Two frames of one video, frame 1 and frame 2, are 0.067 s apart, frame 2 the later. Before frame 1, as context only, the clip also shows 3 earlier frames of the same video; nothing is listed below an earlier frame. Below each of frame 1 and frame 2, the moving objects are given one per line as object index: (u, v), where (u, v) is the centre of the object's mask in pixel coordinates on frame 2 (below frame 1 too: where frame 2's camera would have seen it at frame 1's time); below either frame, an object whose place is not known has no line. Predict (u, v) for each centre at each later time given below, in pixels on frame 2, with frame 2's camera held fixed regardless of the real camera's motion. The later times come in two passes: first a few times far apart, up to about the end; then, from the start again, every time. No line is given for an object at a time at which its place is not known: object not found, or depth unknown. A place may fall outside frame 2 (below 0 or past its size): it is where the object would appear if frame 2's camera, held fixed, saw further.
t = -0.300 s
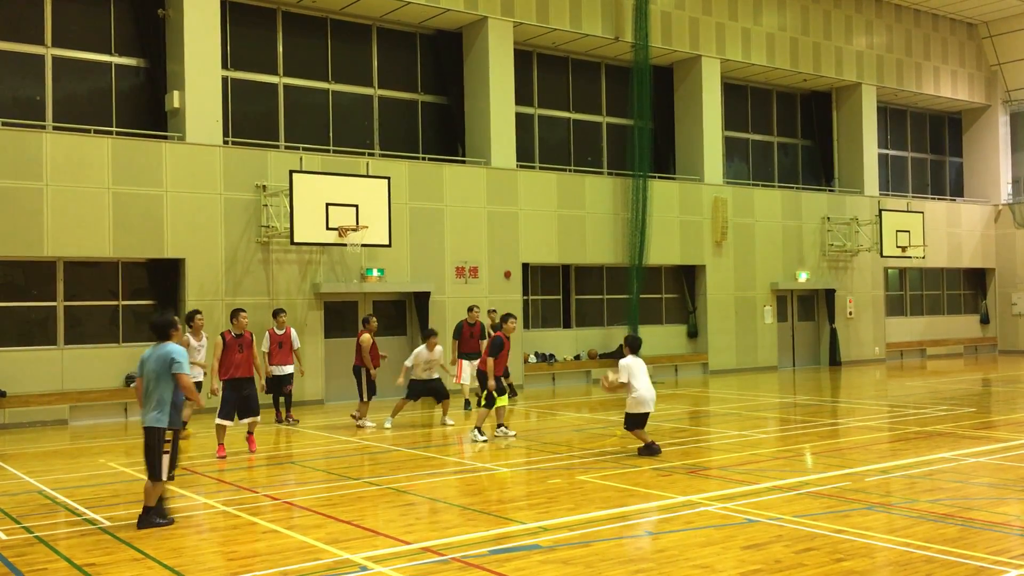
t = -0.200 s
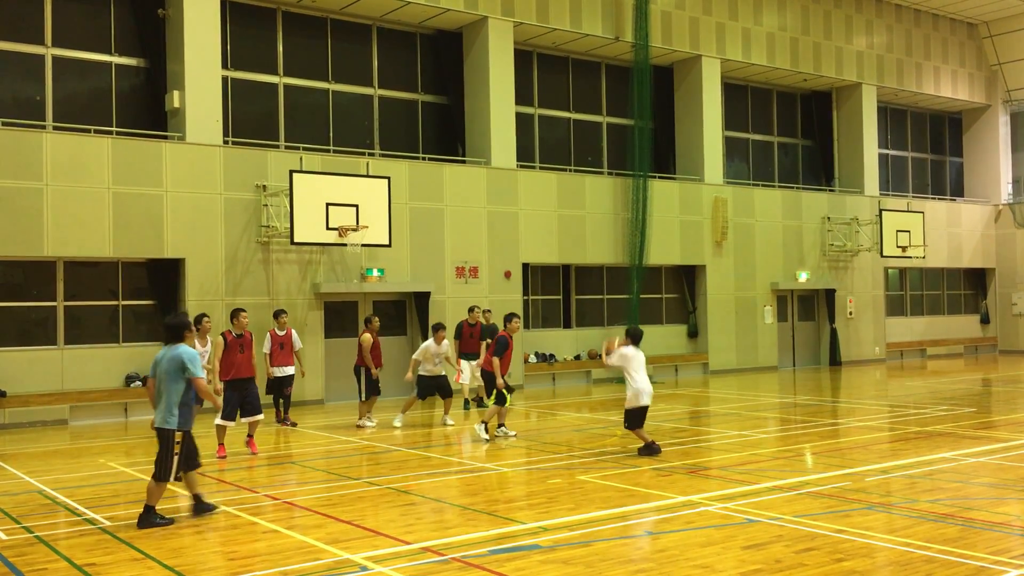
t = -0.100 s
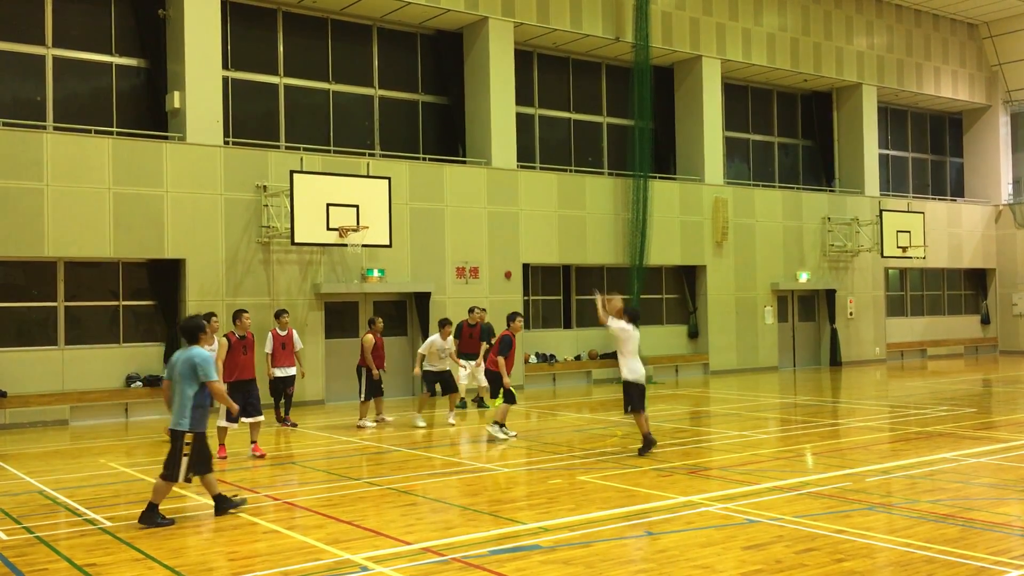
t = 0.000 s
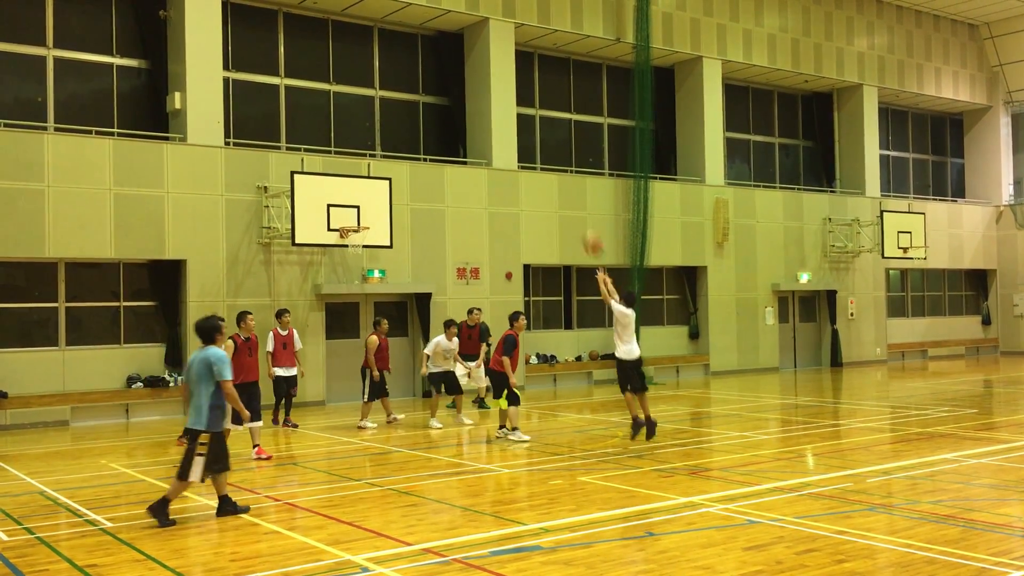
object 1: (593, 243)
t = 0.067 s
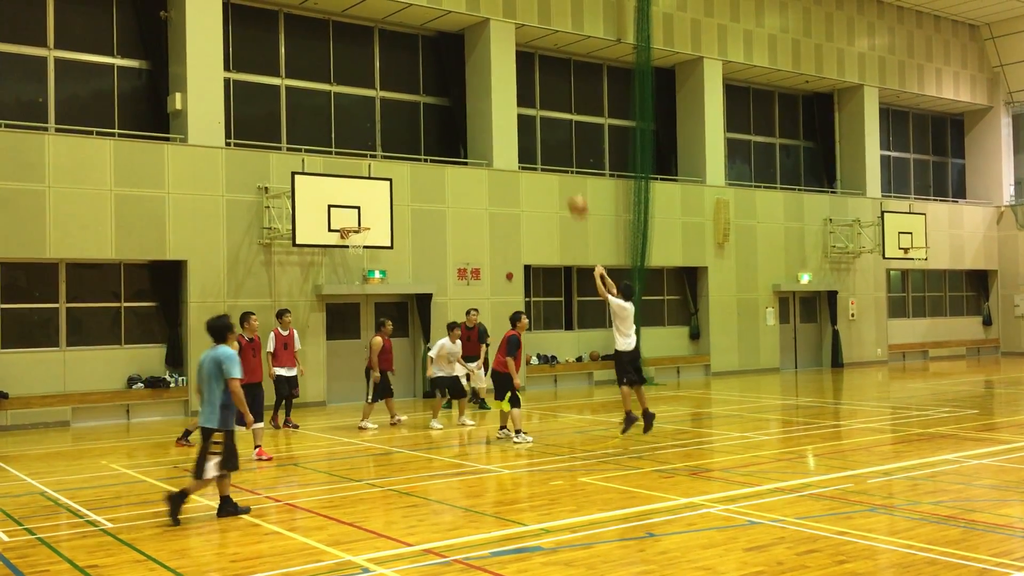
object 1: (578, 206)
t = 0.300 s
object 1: (526, 108)
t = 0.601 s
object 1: (469, 51)
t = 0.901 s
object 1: (419, 61)
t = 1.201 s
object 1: (378, 126)
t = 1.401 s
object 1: (352, 196)
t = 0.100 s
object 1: (570, 189)
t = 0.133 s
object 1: (562, 172)
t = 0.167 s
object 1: (554, 157)
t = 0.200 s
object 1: (548, 144)
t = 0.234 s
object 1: (540, 131)
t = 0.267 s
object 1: (532, 119)
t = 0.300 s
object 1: (526, 108)
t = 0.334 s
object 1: (519, 98)
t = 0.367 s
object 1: (512, 89)
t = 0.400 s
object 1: (505, 81)
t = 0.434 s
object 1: (499, 74)
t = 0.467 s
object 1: (492, 67)
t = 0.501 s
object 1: (487, 62)
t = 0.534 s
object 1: (480, 57)
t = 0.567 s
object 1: (474, 54)
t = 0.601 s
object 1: (469, 51)
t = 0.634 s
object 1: (463, 49)
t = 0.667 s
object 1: (456, 48)
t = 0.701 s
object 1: (451, 48)
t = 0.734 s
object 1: (446, 48)
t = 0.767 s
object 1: (440, 49)
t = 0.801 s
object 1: (435, 51)
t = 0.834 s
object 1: (430, 54)
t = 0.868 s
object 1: (425, 57)
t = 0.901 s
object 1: (419, 61)
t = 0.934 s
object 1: (415, 66)
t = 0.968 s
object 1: (410, 72)
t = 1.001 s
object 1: (405, 77)
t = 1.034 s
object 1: (401, 83)
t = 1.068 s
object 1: (396, 90)
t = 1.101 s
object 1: (391, 99)
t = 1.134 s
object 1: (387, 108)
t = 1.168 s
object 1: (382, 116)
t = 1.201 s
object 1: (378, 126)
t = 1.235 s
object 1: (374, 137)
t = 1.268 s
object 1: (369, 147)
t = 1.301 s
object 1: (365, 157)
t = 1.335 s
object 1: (361, 172)
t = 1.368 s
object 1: (357, 184)
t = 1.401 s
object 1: (352, 196)
